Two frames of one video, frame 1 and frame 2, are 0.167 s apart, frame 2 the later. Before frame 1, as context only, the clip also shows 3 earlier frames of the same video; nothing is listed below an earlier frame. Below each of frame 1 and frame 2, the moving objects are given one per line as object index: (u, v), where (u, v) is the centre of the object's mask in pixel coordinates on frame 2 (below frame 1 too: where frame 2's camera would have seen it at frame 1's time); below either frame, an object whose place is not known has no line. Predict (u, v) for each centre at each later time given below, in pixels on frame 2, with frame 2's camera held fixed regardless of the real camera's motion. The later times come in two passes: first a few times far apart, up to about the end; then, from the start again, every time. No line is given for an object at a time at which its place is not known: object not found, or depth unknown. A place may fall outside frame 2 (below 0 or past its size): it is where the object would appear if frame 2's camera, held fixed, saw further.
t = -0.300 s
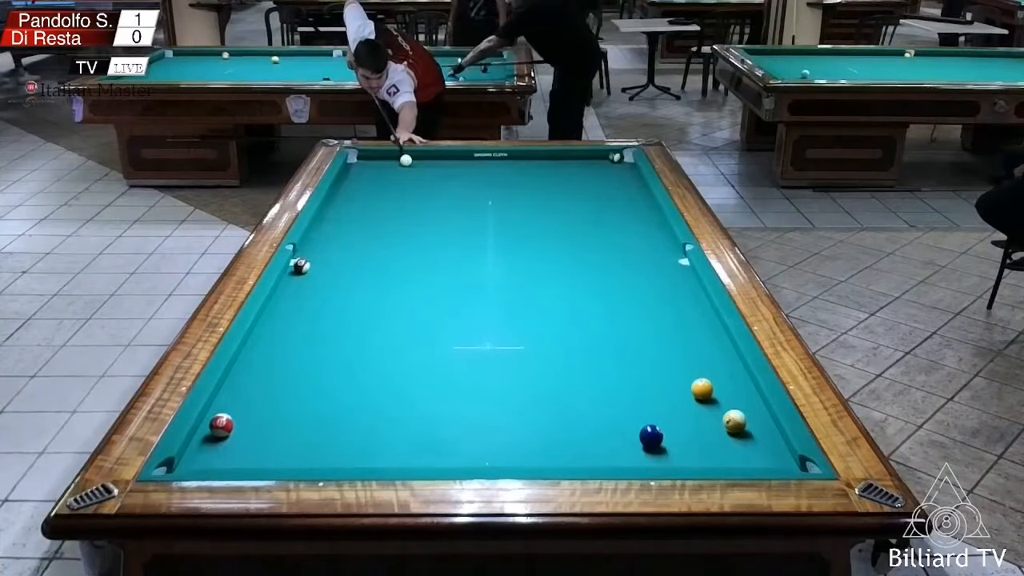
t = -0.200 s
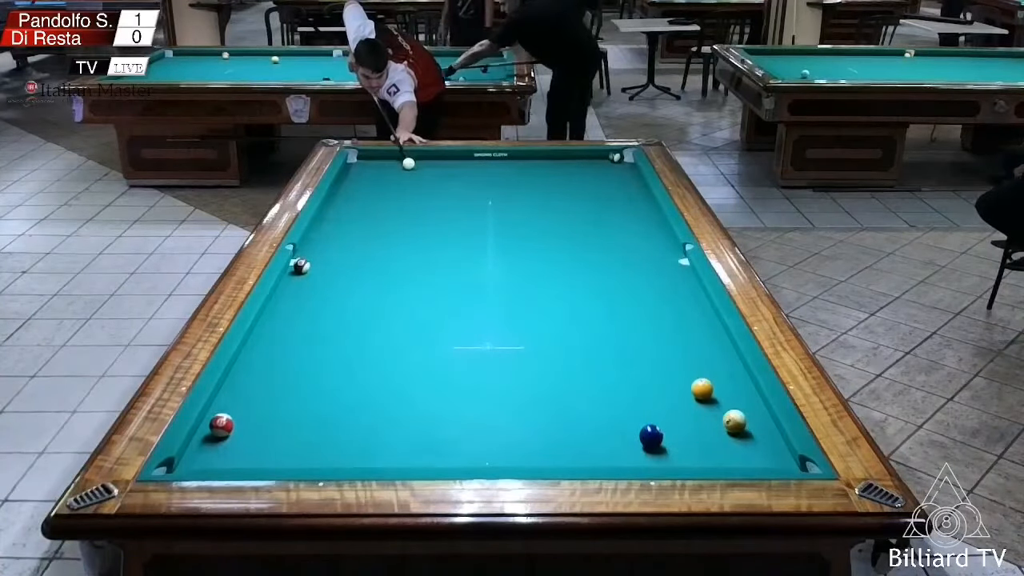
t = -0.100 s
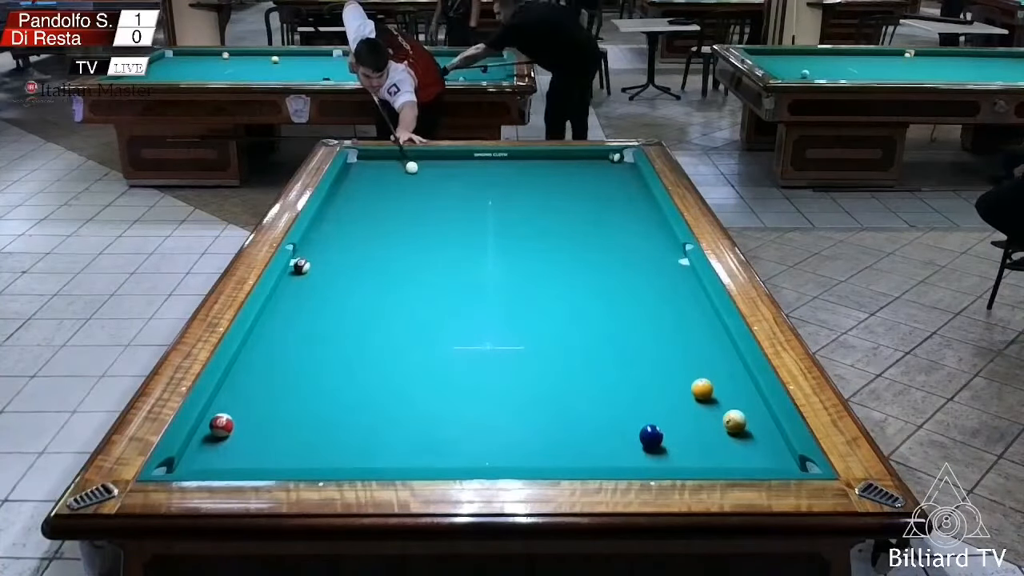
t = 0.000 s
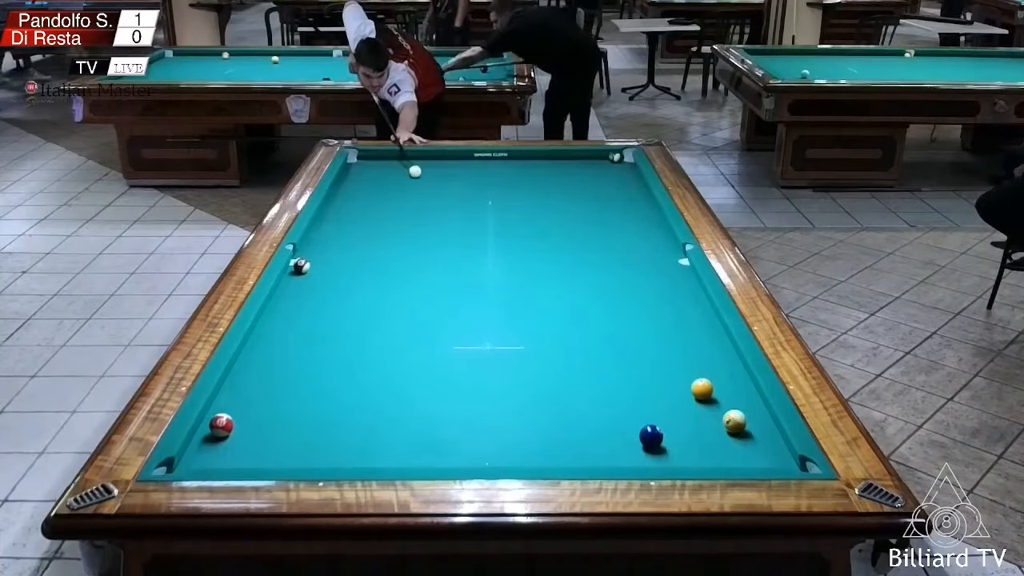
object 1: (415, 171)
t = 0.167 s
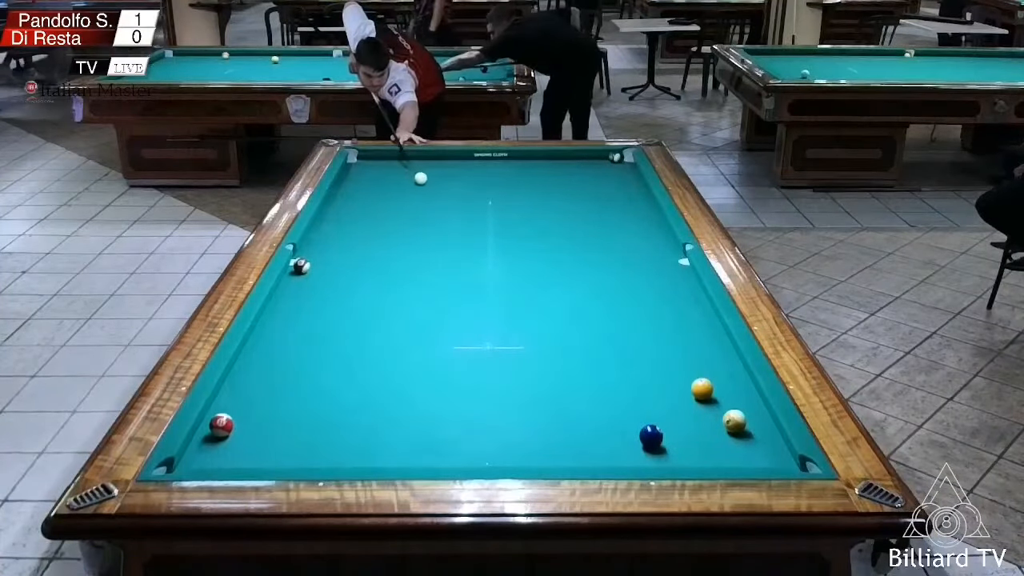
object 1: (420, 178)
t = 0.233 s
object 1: (422, 181)
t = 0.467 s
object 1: (431, 192)
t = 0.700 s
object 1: (439, 202)
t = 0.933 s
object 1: (449, 214)
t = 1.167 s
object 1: (458, 225)
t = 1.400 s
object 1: (468, 237)
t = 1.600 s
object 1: (478, 249)
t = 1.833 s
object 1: (489, 263)
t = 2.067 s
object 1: (501, 278)
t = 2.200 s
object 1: (507, 286)
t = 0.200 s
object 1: (421, 180)
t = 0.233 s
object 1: (422, 181)
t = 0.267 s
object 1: (424, 183)
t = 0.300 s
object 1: (425, 184)
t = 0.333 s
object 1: (426, 186)
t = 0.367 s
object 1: (427, 187)
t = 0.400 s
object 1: (428, 188)
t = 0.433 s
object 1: (430, 190)
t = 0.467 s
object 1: (431, 192)
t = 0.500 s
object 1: (432, 193)
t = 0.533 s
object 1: (433, 195)
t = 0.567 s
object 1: (434, 196)
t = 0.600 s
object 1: (436, 198)
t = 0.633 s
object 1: (436, 199)
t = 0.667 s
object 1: (438, 201)
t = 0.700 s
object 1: (439, 202)
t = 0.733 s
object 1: (441, 204)
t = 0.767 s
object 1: (442, 205)
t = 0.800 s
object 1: (444, 207)
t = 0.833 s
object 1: (445, 209)
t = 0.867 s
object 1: (446, 210)
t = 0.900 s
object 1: (448, 212)
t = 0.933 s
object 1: (449, 214)
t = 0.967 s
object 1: (450, 215)
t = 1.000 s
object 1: (451, 216)
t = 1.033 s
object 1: (452, 218)
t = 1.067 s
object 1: (454, 220)
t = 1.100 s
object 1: (456, 222)
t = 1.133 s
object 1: (457, 224)
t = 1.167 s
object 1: (458, 225)
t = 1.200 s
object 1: (460, 227)
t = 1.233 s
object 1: (461, 229)
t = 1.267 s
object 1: (463, 231)
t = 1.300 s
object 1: (464, 233)
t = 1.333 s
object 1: (465, 234)
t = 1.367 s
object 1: (466, 235)
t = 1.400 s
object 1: (468, 237)
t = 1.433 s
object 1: (469, 239)
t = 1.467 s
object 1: (472, 242)
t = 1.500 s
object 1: (473, 243)
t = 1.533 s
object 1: (474, 245)
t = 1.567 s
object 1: (476, 247)
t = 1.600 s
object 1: (478, 249)
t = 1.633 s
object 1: (479, 251)
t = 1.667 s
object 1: (481, 253)
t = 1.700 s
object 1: (482, 255)
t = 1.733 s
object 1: (483, 256)
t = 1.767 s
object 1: (485, 258)
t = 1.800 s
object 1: (487, 260)
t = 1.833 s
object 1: (489, 263)
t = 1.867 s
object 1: (491, 266)
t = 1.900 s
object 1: (492, 268)
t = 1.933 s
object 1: (494, 270)
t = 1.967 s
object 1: (496, 272)
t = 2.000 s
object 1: (498, 274)
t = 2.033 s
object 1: (499, 276)
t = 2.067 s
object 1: (501, 278)
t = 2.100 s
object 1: (502, 279)
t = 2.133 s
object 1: (504, 282)
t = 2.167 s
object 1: (506, 284)
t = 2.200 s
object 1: (507, 286)
